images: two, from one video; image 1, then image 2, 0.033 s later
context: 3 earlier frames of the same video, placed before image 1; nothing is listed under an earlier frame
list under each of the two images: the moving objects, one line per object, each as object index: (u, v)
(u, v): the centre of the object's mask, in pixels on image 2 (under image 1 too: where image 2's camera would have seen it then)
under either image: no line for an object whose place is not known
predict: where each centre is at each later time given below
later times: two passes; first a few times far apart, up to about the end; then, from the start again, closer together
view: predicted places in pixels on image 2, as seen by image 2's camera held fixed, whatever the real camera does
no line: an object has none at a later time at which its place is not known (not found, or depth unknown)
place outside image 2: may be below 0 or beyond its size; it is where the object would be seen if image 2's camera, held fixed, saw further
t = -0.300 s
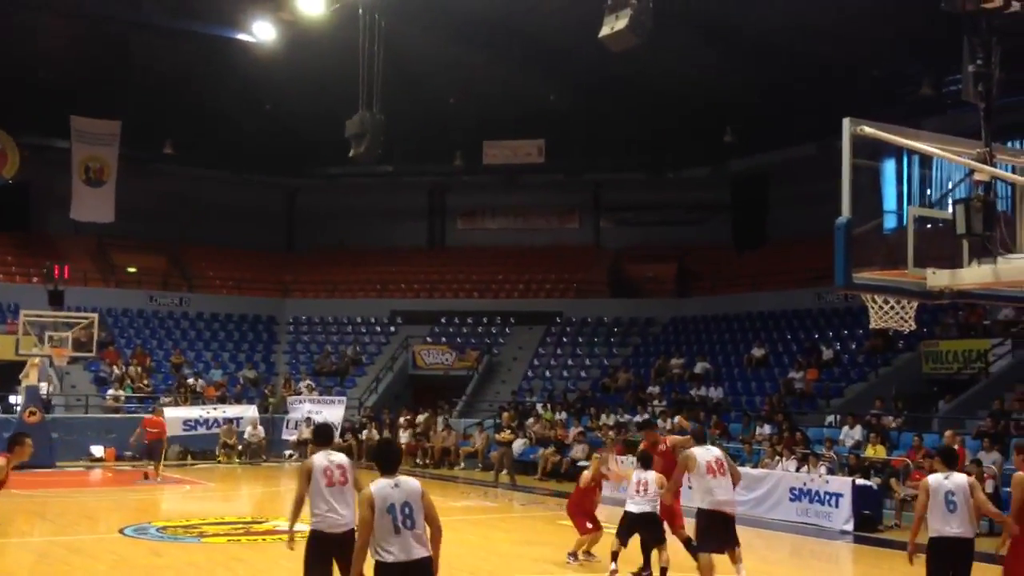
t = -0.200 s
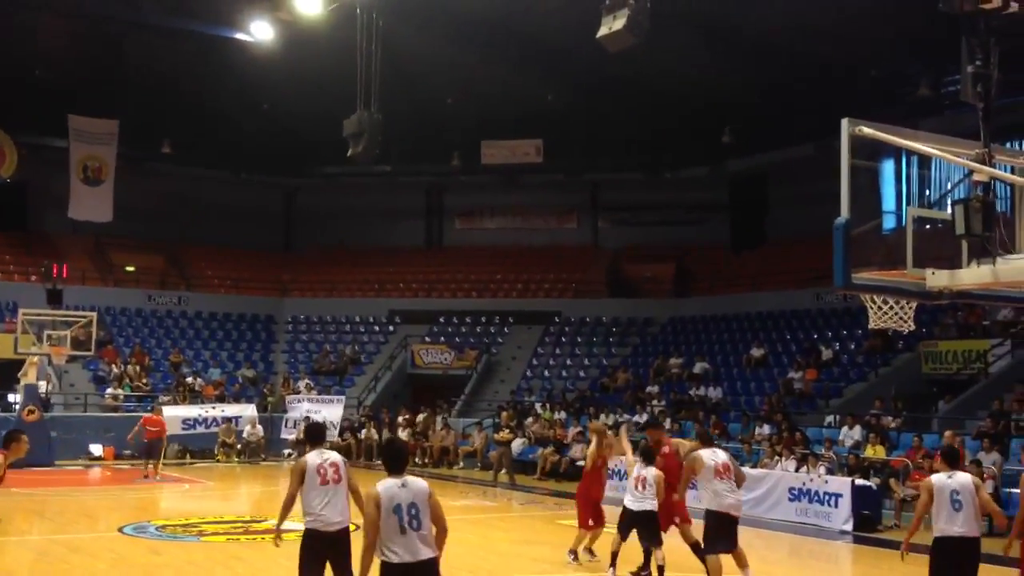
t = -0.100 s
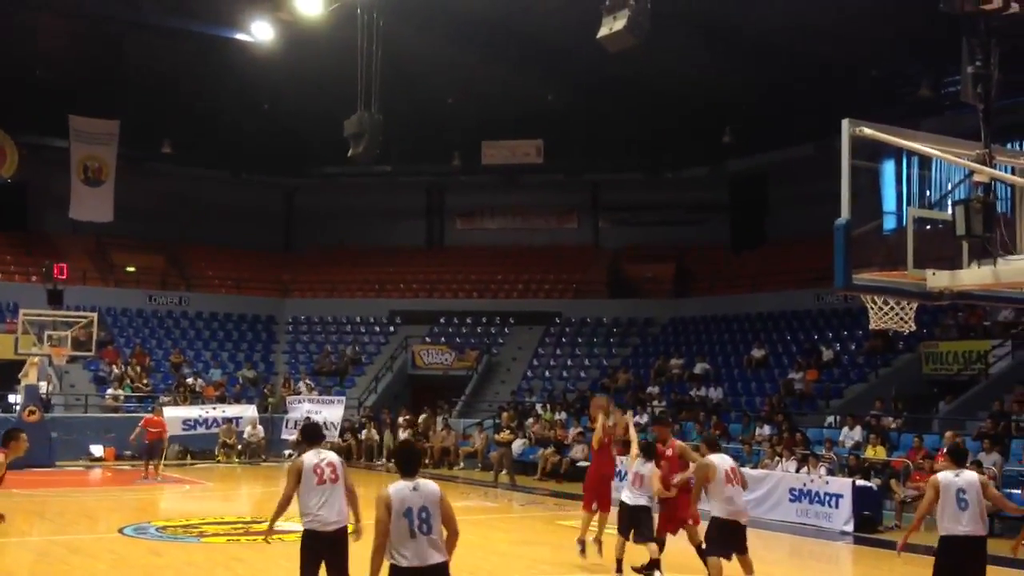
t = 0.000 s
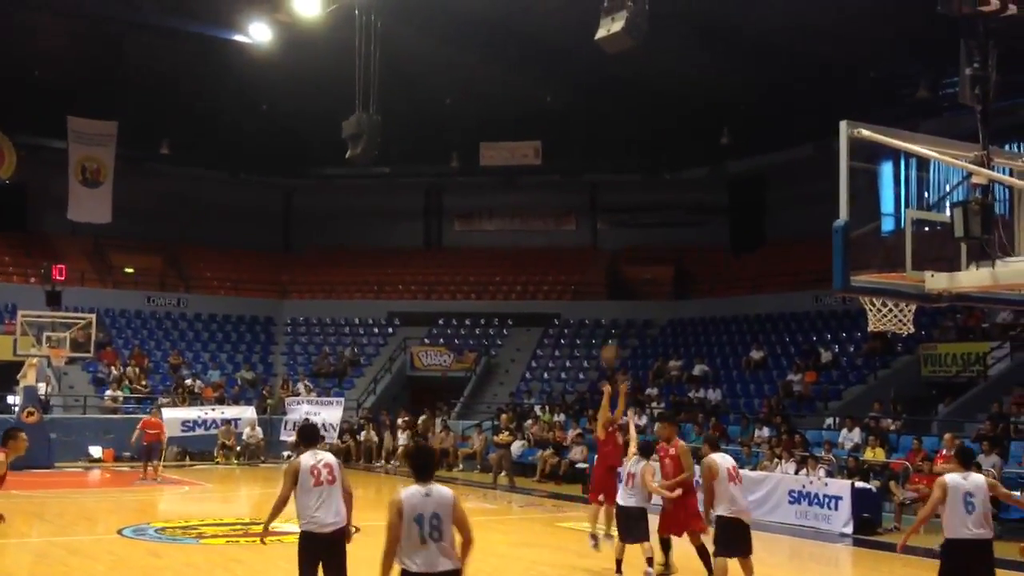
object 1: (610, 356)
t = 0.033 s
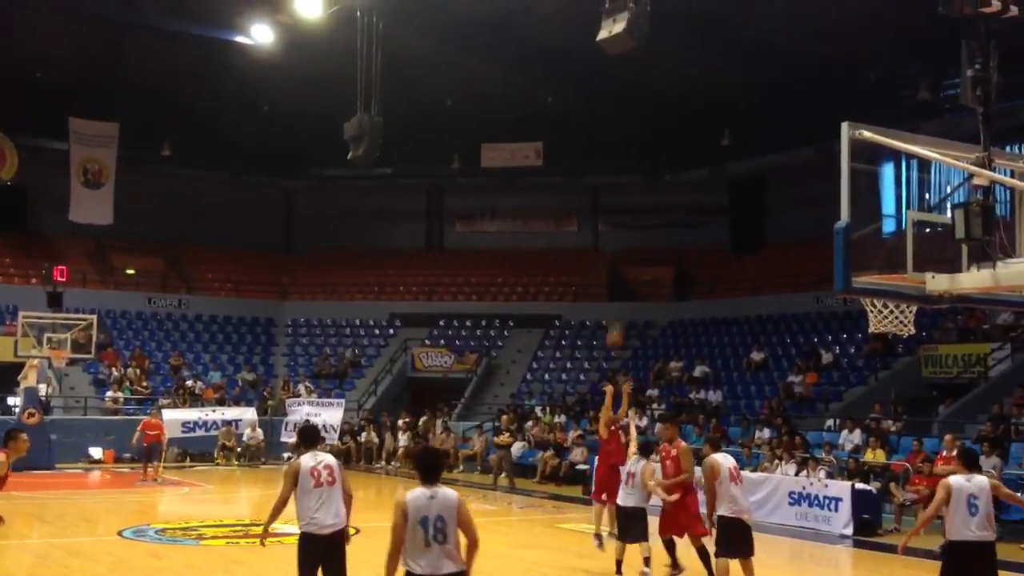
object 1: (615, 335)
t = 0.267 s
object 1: (649, 224)
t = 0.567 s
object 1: (701, 123)
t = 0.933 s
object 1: (780, 94)
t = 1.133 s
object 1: (826, 142)
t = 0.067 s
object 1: (619, 316)
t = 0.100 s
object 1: (624, 301)
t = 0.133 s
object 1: (629, 284)
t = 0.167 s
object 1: (633, 269)
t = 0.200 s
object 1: (638, 253)
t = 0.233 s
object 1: (643, 238)
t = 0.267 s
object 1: (649, 224)
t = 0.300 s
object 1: (654, 209)
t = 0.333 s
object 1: (660, 196)
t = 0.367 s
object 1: (665, 184)
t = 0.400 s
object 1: (670, 172)
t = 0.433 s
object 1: (676, 161)
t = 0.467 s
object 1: (682, 151)
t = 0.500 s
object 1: (688, 141)
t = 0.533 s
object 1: (694, 131)
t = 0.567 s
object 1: (701, 123)
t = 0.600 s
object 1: (708, 116)
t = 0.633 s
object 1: (713, 110)
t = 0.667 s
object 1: (722, 105)
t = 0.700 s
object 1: (729, 99)
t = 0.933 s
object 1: (780, 94)
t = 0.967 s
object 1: (787, 99)
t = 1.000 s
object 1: (796, 105)
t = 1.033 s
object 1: (803, 111)
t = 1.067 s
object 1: (811, 120)
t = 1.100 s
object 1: (820, 130)
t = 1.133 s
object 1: (826, 142)
